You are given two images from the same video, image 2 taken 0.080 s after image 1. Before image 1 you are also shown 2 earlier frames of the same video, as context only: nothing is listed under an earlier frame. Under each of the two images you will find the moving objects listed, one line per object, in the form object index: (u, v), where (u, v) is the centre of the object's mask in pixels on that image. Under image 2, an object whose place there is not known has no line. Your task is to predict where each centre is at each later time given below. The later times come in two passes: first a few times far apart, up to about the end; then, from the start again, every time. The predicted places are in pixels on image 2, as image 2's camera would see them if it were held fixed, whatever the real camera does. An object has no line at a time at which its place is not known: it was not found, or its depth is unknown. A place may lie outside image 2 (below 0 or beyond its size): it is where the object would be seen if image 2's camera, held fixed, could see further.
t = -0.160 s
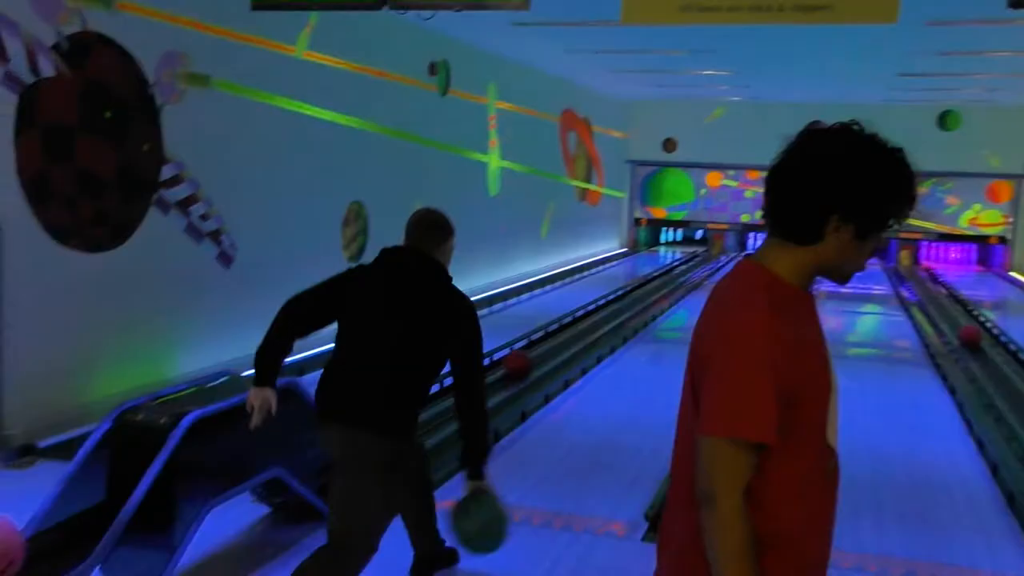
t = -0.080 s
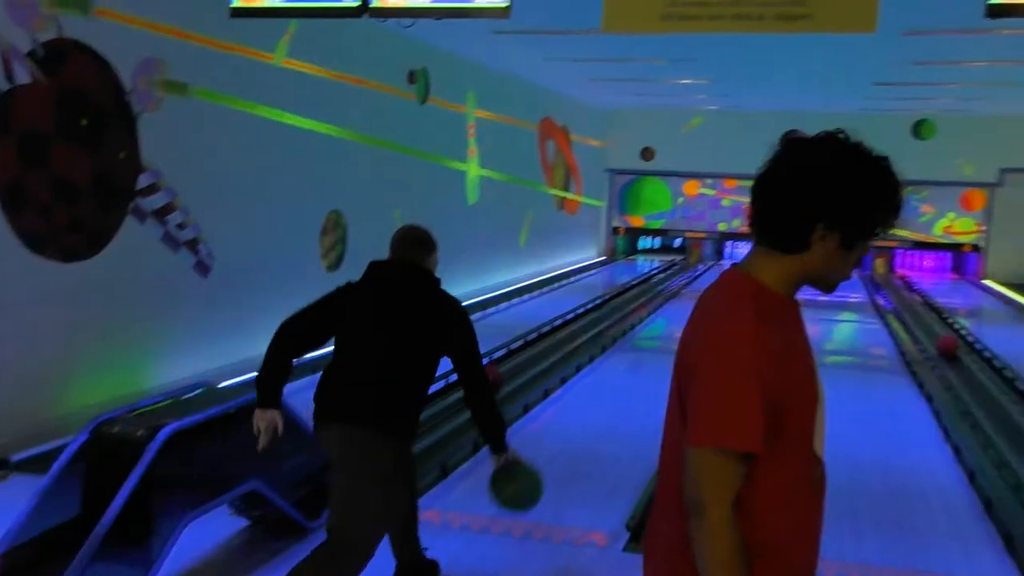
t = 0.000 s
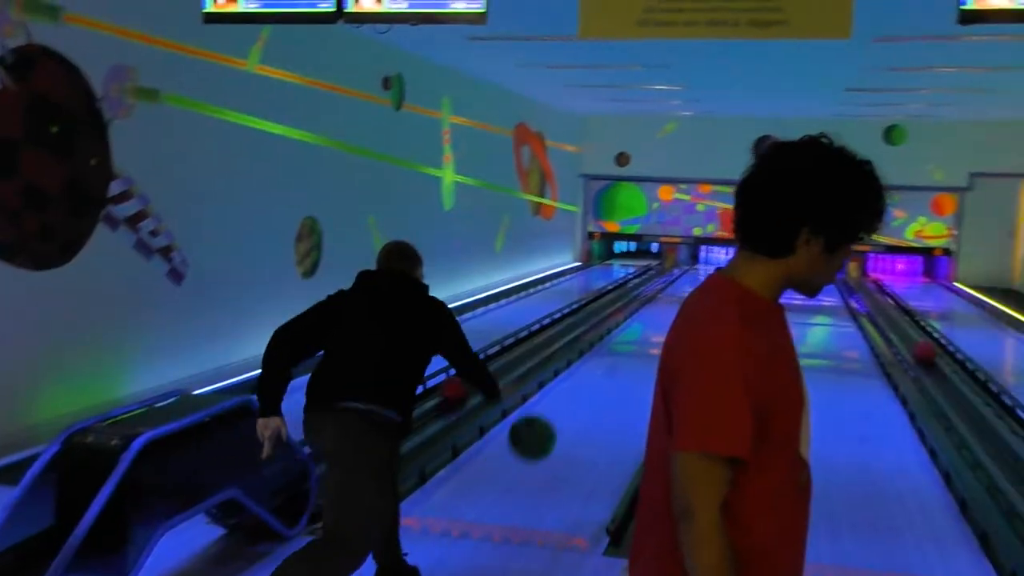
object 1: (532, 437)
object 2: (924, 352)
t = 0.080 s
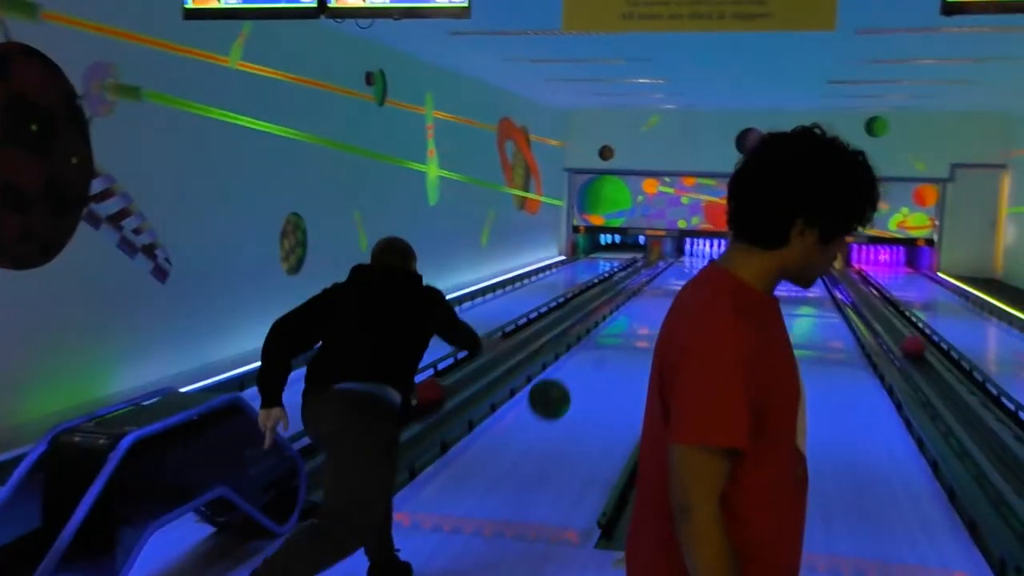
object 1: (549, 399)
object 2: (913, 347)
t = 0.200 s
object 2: (921, 354)
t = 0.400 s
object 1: (622, 395)
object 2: (937, 367)
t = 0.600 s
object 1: (650, 363)
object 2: (954, 379)
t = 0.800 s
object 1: (668, 339)
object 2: (971, 394)
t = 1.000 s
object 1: (681, 316)
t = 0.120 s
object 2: (915, 350)
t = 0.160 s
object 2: (918, 351)
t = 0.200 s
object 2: (921, 354)
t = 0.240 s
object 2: (924, 357)
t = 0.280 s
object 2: (926, 359)
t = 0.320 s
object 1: (608, 392)
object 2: (930, 361)
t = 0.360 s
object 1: (615, 399)
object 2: (933, 363)
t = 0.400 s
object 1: (622, 395)
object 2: (937, 367)
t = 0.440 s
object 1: (628, 385)
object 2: (940, 369)
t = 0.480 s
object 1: (634, 379)
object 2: (944, 371)
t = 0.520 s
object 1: (640, 375)
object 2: (947, 374)
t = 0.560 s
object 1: (645, 368)
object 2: (951, 377)
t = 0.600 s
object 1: (650, 363)
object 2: (954, 379)
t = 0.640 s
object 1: (654, 358)
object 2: (957, 382)
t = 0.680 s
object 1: (658, 353)
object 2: (961, 384)
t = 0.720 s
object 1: (662, 348)
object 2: (965, 388)
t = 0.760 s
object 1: (665, 344)
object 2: (968, 391)
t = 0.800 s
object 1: (668, 339)
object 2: (971, 394)
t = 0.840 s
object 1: (670, 334)
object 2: (976, 396)
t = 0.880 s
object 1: (672, 330)
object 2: (979, 398)
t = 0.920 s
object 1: (675, 326)
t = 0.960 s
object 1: (678, 321)
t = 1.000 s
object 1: (681, 316)
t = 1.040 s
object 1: (684, 311)
